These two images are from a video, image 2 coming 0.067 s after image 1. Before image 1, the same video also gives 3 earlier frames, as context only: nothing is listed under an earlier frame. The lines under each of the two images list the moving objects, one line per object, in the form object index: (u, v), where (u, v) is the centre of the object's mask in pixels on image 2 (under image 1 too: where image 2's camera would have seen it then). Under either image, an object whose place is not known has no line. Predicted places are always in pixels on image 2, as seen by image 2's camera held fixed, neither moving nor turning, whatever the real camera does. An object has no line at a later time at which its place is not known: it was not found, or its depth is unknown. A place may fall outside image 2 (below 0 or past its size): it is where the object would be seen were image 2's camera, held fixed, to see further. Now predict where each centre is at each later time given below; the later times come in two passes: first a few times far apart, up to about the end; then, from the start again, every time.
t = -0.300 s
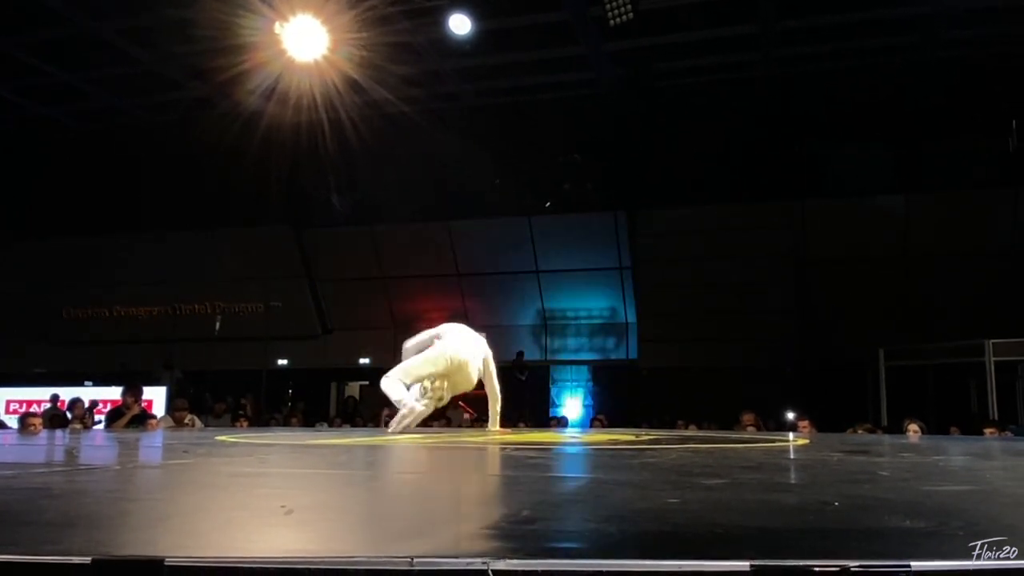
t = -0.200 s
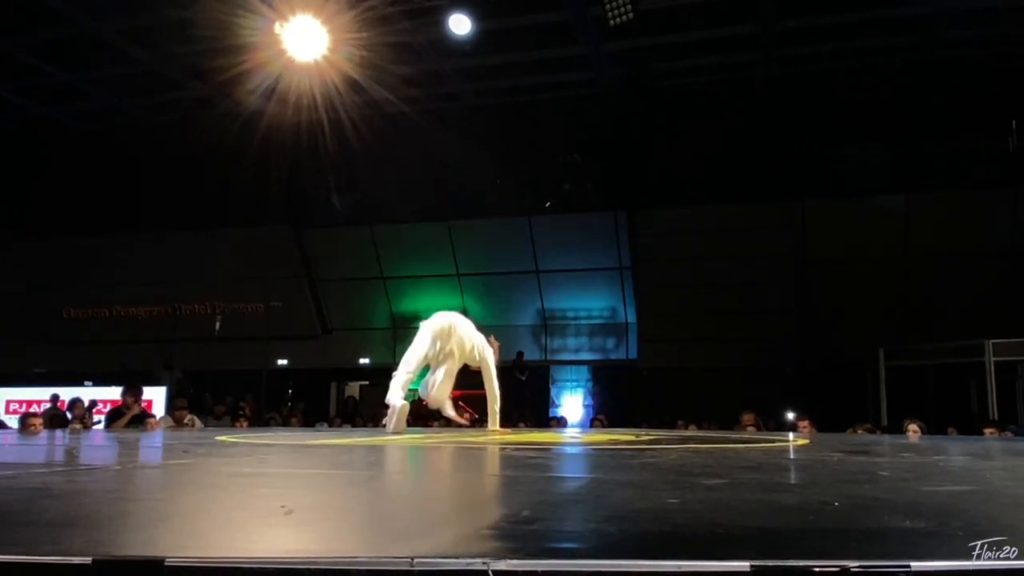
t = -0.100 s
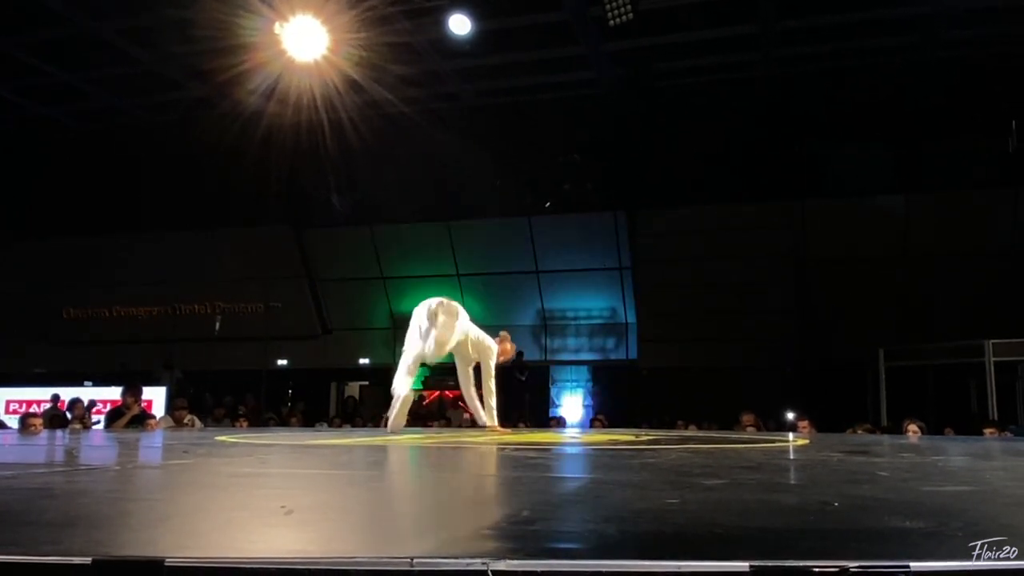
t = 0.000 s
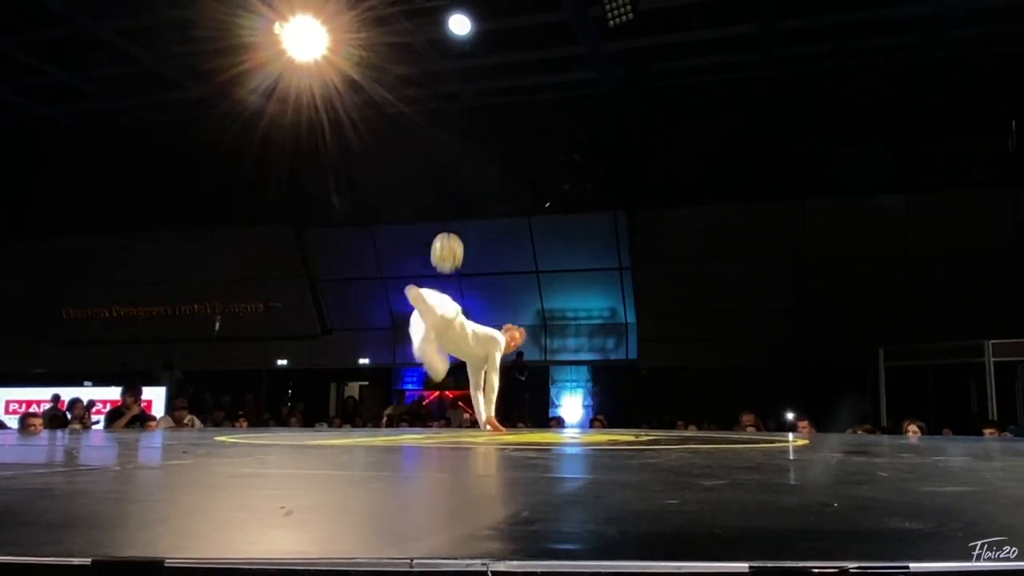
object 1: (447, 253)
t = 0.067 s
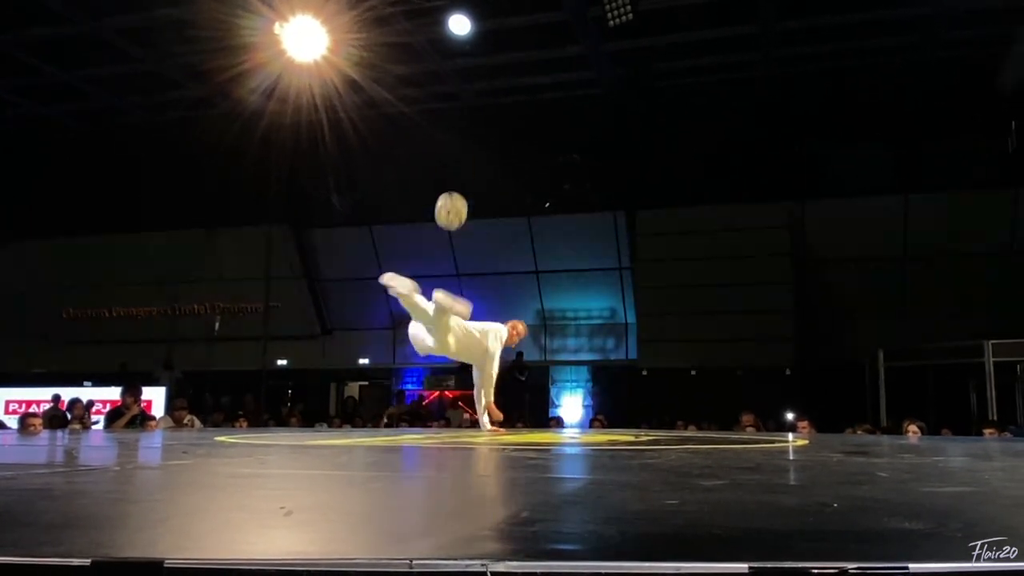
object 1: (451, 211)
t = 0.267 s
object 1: (460, 126)
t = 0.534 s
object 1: (470, 99)
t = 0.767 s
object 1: (478, 154)
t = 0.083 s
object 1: (452, 201)
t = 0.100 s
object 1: (453, 192)
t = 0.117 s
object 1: (454, 184)
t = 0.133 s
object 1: (454, 175)
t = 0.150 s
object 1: (455, 168)
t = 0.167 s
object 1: (456, 161)
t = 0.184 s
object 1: (457, 154)
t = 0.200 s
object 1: (458, 147)
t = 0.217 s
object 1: (458, 141)
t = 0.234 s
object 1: (459, 136)
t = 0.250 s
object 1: (460, 130)
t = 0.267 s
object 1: (460, 126)
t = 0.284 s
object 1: (461, 121)
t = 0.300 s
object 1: (462, 117)
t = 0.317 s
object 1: (462, 113)
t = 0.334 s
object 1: (463, 110)
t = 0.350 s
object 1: (464, 107)
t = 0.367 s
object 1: (464, 104)
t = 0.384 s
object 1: (465, 102)
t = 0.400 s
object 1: (466, 100)
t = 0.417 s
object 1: (466, 99)
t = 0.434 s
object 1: (467, 98)
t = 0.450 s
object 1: (468, 97)
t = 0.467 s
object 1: (468, 97)
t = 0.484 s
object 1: (469, 97)
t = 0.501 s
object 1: (469, 97)
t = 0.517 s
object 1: (470, 98)
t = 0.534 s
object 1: (470, 99)
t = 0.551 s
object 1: (471, 100)
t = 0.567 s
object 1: (471, 102)
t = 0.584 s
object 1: (472, 104)
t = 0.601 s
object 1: (472, 107)
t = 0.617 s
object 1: (473, 110)
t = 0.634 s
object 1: (473, 113)
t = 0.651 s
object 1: (474, 117)
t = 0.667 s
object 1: (474, 121)
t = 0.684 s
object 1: (475, 126)
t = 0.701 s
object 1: (476, 131)
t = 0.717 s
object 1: (476, 136)
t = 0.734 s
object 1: (477, 141)
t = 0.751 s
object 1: (477, 147)
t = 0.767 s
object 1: (478, 154)
